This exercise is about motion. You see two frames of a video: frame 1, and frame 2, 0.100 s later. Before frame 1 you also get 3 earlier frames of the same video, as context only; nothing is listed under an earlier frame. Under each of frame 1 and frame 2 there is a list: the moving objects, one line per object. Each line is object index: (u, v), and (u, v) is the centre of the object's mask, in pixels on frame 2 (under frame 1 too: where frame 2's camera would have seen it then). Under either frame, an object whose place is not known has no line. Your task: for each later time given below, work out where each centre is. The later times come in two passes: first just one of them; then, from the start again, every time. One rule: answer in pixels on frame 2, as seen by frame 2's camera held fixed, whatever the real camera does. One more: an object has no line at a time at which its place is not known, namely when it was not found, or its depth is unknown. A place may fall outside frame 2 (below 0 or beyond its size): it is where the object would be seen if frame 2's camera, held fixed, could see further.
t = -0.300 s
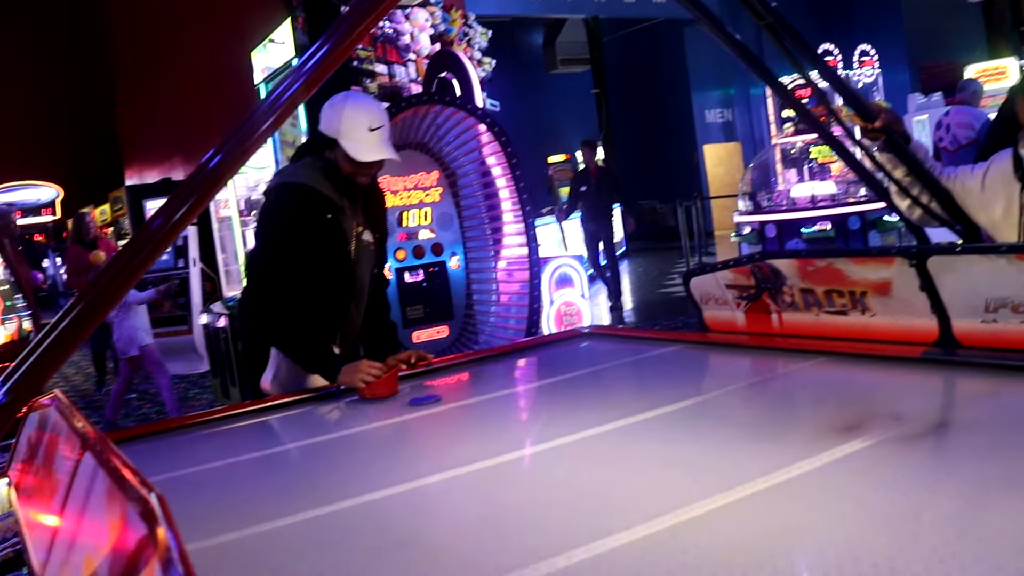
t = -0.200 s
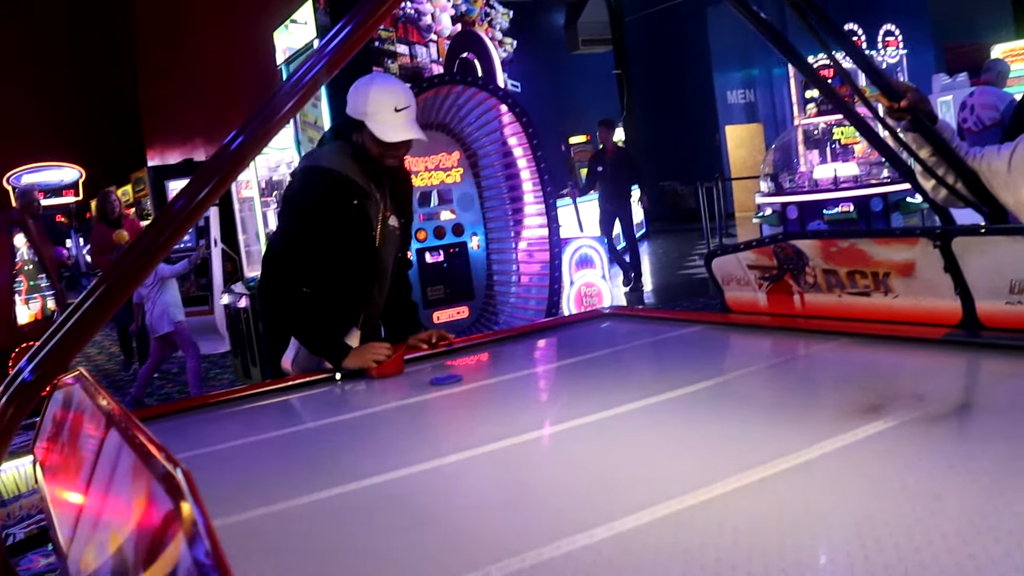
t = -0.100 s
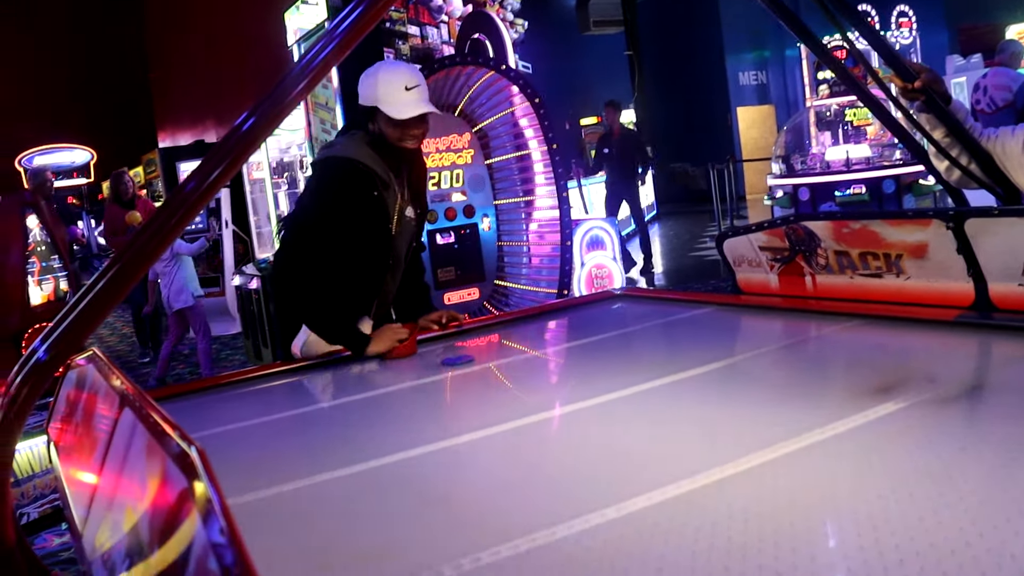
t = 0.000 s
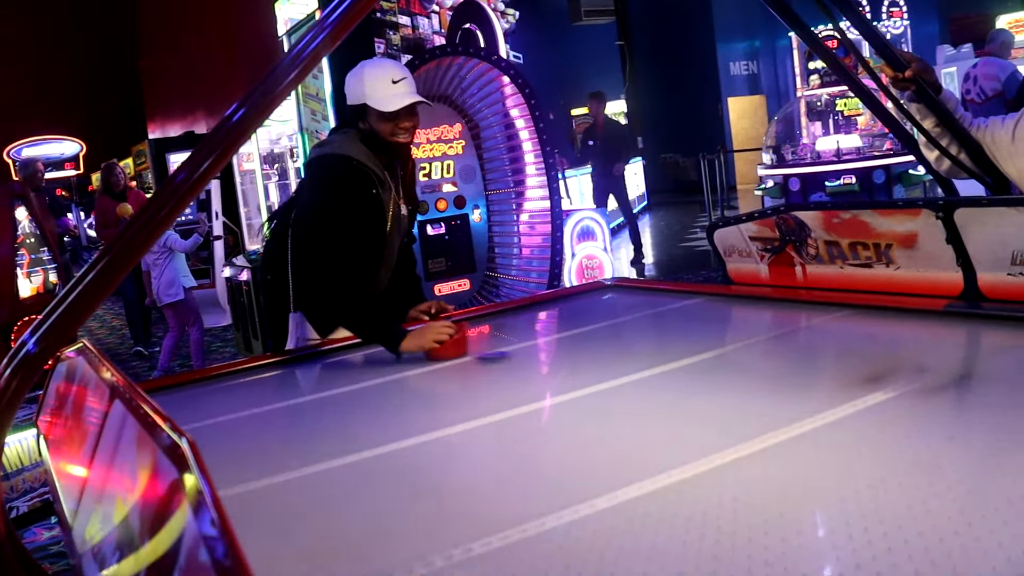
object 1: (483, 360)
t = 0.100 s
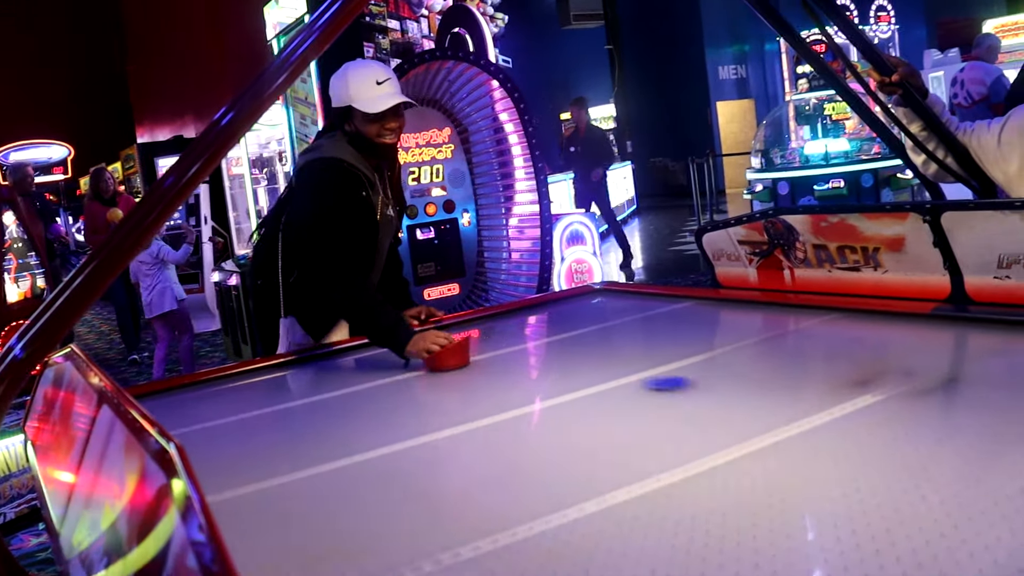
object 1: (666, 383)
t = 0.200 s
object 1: (949, 416)
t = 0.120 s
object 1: (715, 389)
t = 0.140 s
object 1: (764, 395)
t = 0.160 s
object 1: (821, 401)
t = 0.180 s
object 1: (883, 409)
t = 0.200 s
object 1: (949, 416)
